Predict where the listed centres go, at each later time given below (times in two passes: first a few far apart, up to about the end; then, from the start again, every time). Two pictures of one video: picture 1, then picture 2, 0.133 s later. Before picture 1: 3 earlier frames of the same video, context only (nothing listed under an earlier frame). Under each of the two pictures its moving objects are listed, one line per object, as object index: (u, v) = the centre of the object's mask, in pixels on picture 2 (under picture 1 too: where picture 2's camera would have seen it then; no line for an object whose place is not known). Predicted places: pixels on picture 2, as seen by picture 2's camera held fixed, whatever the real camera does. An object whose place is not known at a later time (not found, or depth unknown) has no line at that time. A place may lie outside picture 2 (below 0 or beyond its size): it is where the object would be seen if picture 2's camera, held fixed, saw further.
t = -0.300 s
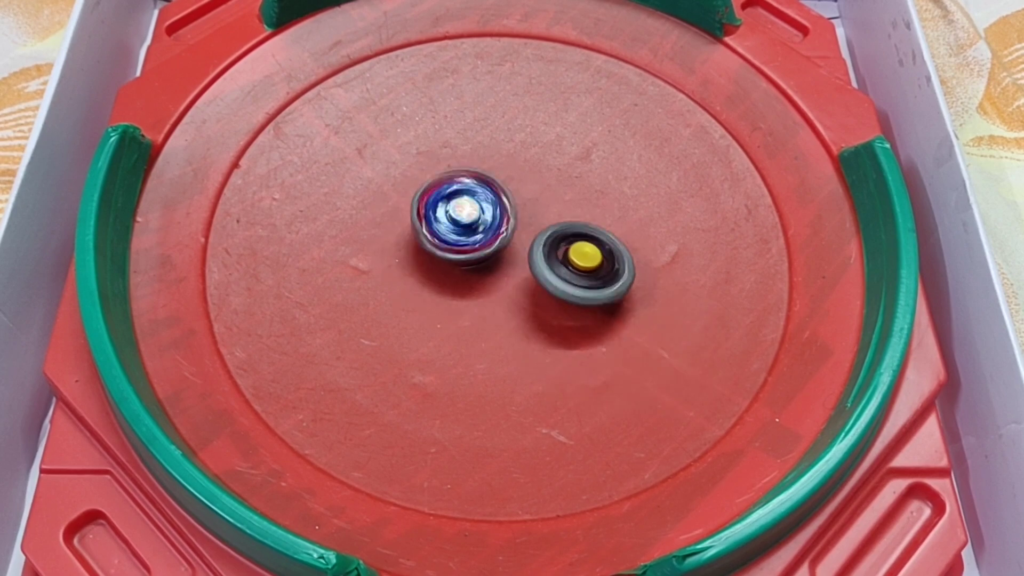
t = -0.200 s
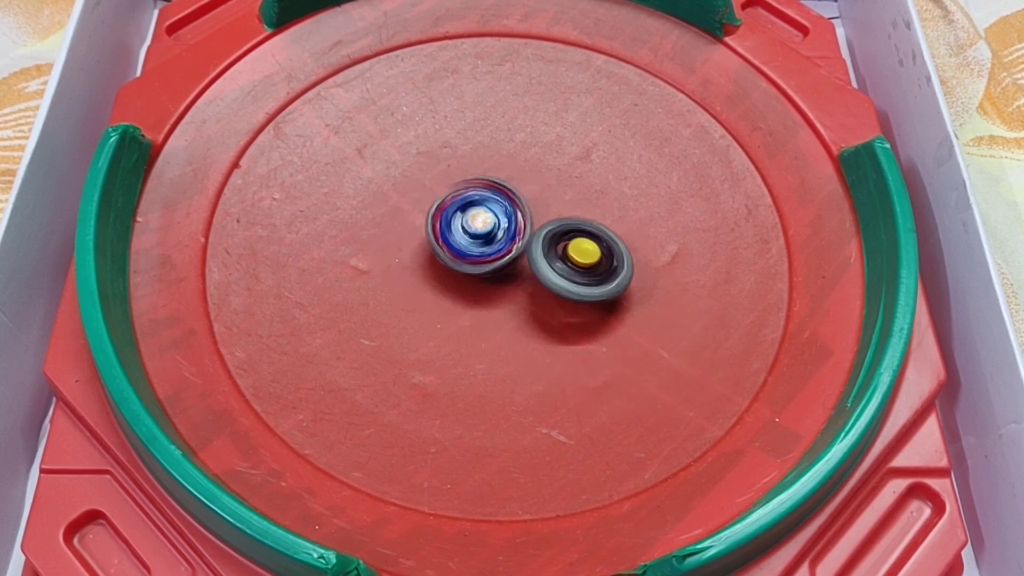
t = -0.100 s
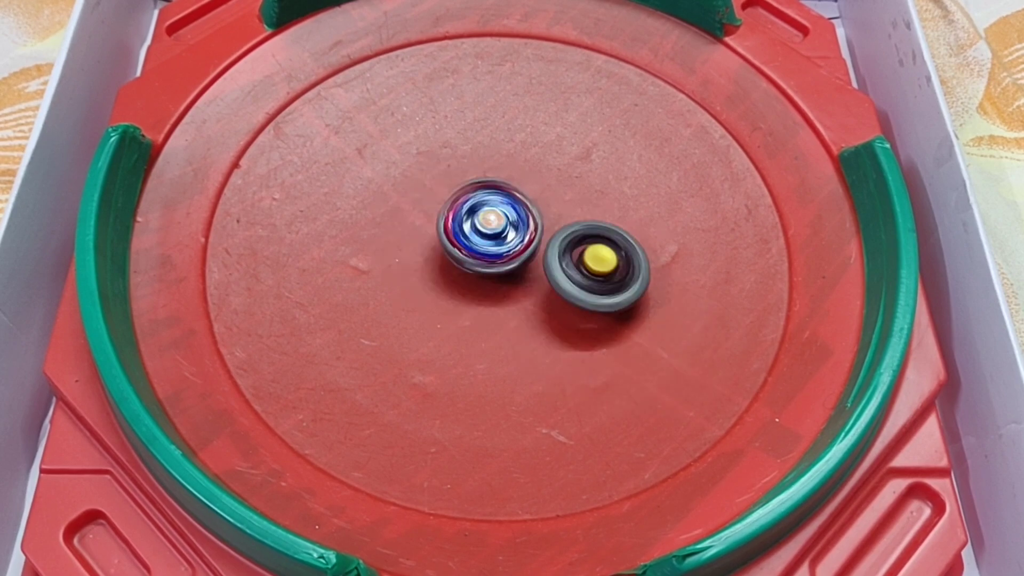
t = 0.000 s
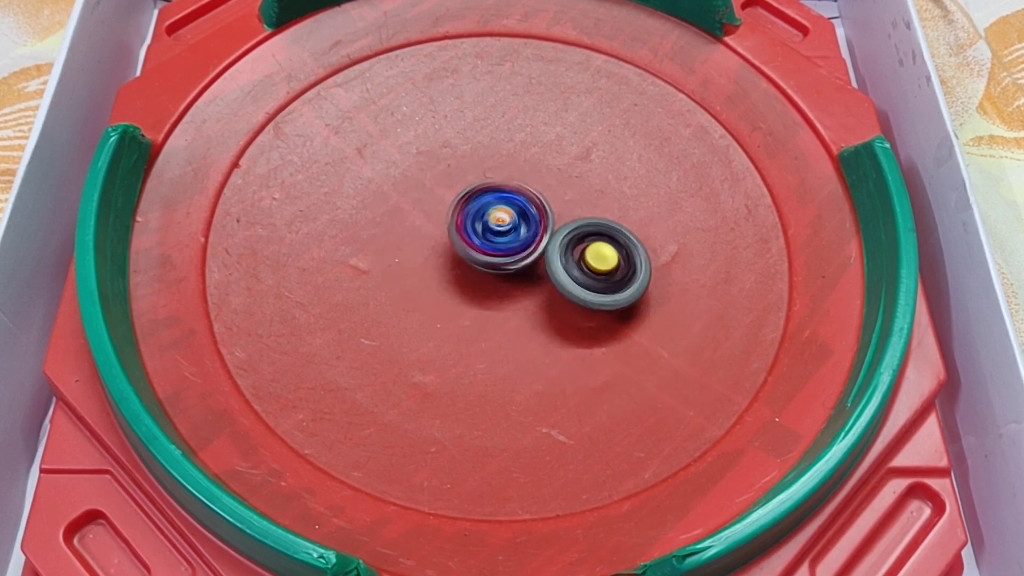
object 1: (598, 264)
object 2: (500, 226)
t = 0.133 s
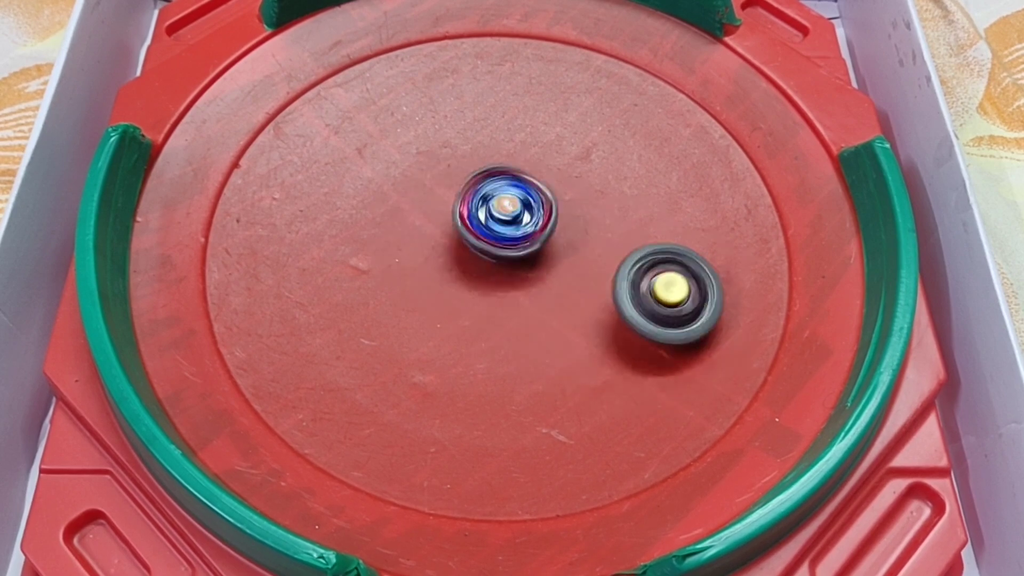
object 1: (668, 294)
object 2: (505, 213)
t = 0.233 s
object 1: (667, 280)
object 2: (510, 206)
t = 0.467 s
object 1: (657, 273)
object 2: (528, 203)
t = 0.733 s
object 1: (657, 268)
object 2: (553, 220)
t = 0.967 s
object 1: (677, 275)
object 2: (564, 229)
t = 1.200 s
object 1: (677, 273)
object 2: (562, 239)
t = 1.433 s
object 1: (669, 272)
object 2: (560, 251)
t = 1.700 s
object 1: (652, 267)
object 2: (536, 253)
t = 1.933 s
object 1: (634, 255)
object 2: (512, 241)
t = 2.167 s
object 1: (619, 238)
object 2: (515, 233)
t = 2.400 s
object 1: (621, 235)
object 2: (508, 235)
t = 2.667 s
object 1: (622, 225)
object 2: (513, 236)
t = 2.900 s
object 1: (625, 218)
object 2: (519, 236)
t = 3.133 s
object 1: (625, 214)
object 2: (509, 237)
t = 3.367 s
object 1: (623, 213)
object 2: (521, 237)
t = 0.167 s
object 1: (671, 290)
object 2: (508, 211)
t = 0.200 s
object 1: (671, 285)
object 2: (509, 209)
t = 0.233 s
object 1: (667, 280)
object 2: (510, 206)
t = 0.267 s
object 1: (664, 276)
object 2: (513, 205)
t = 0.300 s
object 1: (661, 275)
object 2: (516, 204)
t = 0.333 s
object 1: (661, 274)
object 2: (519, 204)
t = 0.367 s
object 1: (661, 274)
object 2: (521, 202)
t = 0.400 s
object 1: (659, 274)
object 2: (523, 202)
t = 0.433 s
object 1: (658, 273)
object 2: (525, 203)
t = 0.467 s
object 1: (657, 273)
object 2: (528, 203)
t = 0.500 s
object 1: (657, 272)
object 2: (531, 204)
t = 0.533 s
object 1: (657, 272)
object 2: (533, 205)
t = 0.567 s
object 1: (657, 272)
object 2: (537, 207)
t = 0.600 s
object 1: (657, 271)
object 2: (539, 209)
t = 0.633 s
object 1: (657, 271)
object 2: (542, 210)
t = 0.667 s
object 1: (657, 270)
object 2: (545, 213)
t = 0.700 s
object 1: (658, 270)
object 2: (549, 216)
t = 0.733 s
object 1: (657, 268)
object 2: (553, 220)
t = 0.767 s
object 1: (659, 268)
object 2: (555, 222)
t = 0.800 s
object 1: (659, 267)
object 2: (556, 224)
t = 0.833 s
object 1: (659, 266)
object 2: (561, 228)
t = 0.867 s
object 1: (668, 272)
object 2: (562, 229)
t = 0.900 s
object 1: (675, 276)
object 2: (562, 228)
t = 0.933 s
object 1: (676, 275)
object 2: (564, 229)
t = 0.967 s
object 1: (677, 275)
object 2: (564, 229)
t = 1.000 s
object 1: (678, 275)
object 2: (564, 231)
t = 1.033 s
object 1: (678, 274)
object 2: (565, 231)
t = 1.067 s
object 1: (679, 274)
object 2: (563, 232)
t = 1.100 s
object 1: (679, 274)
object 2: (564, 234)
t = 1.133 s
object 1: (678, 273)
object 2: (564, 235)
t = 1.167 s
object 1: (678, 273)
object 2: (562, 237)
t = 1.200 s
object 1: (677, 273)
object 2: (562, 239)
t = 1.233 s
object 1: (677, 273)
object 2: (561, 240)
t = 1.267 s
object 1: (676, 272)
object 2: (561, 243)
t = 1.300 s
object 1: (675, 272)
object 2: (562, 245)
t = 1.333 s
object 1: (673, 272)
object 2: (561, 247)
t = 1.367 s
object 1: (672, 272)
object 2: (561, 248)
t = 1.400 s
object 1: (670, 272)
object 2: (560, 249)
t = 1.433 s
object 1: (669, 272)
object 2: (560, 251)
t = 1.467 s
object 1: (669, 273)
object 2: (557, 251)
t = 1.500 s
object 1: (666, 272)
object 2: (554, 252)
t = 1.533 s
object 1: (664, 271)
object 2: (551, 252)
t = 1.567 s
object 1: (660, 270)
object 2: (547, 253)
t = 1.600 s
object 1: (657, 270)
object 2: (544, 253)
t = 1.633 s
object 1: (655, 269)
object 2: (542, 254)
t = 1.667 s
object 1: (652, 268)
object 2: (541, 254)
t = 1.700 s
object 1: (652, 267)
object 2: (536, 253)
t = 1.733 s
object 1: (651, 267)
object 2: (527, 252)
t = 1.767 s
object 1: (648, 265)
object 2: (521, 249)
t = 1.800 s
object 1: (646, 263)
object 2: (519, 246)
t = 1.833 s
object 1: (642, 261)
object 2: (519, 245)
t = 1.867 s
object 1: (640, 259)
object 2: (518, 242)
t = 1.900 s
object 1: (637, 257)
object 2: (515, 241)
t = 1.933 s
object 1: (634, 255)
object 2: (512, 241)
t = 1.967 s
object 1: (632, 252)
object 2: (509, 238)
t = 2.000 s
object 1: (629, 250)
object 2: (508, 236)
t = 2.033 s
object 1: (626, 248)
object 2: (507, 233)
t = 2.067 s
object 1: (623, 244)
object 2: (510, 229)
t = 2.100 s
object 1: (621, 241)
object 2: (512, 229)
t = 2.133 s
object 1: (619, 239)
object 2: (513, 230)
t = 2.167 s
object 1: (619, 238)
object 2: (515, 233)
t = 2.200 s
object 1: (621, 238)
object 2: (515, 237)
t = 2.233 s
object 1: (623, 239)
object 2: (513, 240)
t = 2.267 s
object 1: (622, 239)
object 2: (512, 239)
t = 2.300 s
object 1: (622, 238)
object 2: (511, 238)
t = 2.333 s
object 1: (622, 237)
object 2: (509, 237)
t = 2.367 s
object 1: (622, 236)
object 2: (509, 236)
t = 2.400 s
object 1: (621, 235)
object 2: (508, 235)
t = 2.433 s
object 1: (621, 233)
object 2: (505, 235)
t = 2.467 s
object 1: (622, 232)
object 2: (503, 235)
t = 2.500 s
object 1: (621, 230)
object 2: (502, 238)
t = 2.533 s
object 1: (623, 229)
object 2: (503, 239)
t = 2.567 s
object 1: (622, 228)
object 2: (503, 238)
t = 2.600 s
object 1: (622, 227)
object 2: (506, 238)
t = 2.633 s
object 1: (623, 226)
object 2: (508, 236)
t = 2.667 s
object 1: (622, 225)
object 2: (513, 236)
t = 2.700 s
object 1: (623, 224)
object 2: (517, 236)
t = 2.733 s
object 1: (624, 224)
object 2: (521, 237)
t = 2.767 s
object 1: (623, 221)
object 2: (523, 238)
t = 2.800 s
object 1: (624, 221)
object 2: (524, 238)
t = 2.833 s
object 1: (625, 220)
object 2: (524, 238)
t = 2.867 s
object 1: (624, 218)
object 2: (522, 237)
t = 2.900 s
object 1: (625, 218)
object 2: (519, 236)
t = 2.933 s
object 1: (625, 218)
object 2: (516, 236)
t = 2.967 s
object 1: (624, 217)
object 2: (514, 236)
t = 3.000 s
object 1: (625, 216)
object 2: (511, 236)
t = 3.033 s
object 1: (625, 216)
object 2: (509, 236)
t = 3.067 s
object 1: (624, 215)
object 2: (508, 237)
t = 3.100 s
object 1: (624, 214)
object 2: (508, 237)
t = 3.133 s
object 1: (625, 214)
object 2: (509, 237)
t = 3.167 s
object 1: (624, 214)
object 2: (510, 236)
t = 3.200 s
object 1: (624, 213)
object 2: (512, 236)
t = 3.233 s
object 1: (624, 213)
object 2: (514, 236)
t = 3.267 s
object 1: (624, 213)
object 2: (516, 236)
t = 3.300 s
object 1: (624, 213)
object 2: (518, 236)
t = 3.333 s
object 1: (624, 213)
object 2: (520, 237)
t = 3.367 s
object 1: (623, 213)
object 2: (521, 237)
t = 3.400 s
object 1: (622, 213)
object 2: (521, 237)
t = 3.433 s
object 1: (622, 213)
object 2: (519, 236)
